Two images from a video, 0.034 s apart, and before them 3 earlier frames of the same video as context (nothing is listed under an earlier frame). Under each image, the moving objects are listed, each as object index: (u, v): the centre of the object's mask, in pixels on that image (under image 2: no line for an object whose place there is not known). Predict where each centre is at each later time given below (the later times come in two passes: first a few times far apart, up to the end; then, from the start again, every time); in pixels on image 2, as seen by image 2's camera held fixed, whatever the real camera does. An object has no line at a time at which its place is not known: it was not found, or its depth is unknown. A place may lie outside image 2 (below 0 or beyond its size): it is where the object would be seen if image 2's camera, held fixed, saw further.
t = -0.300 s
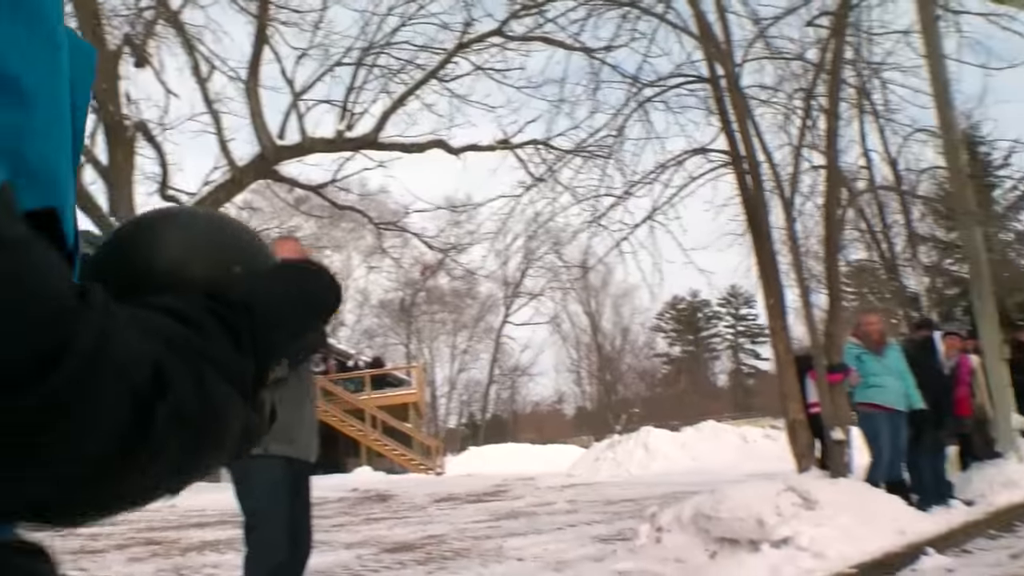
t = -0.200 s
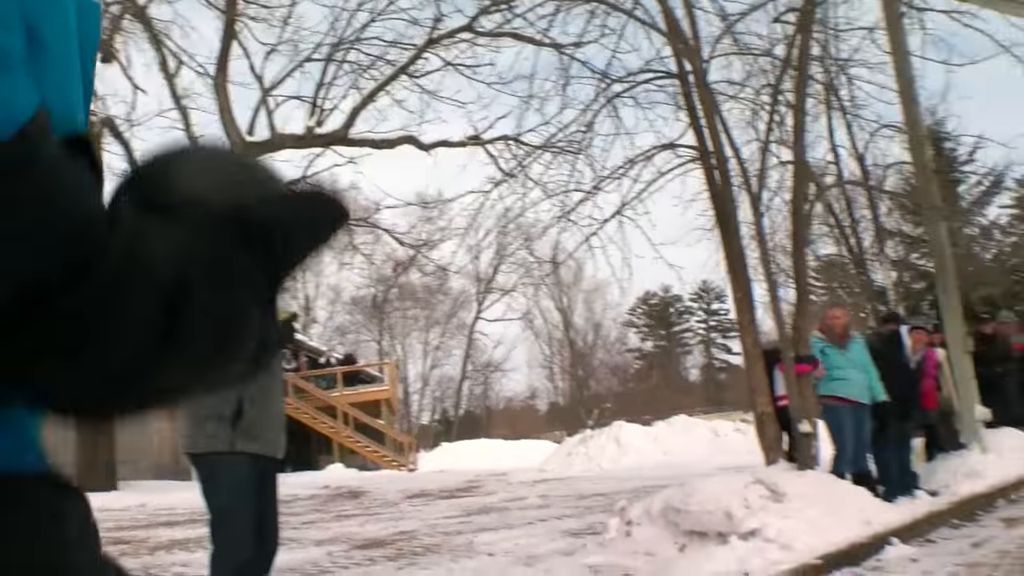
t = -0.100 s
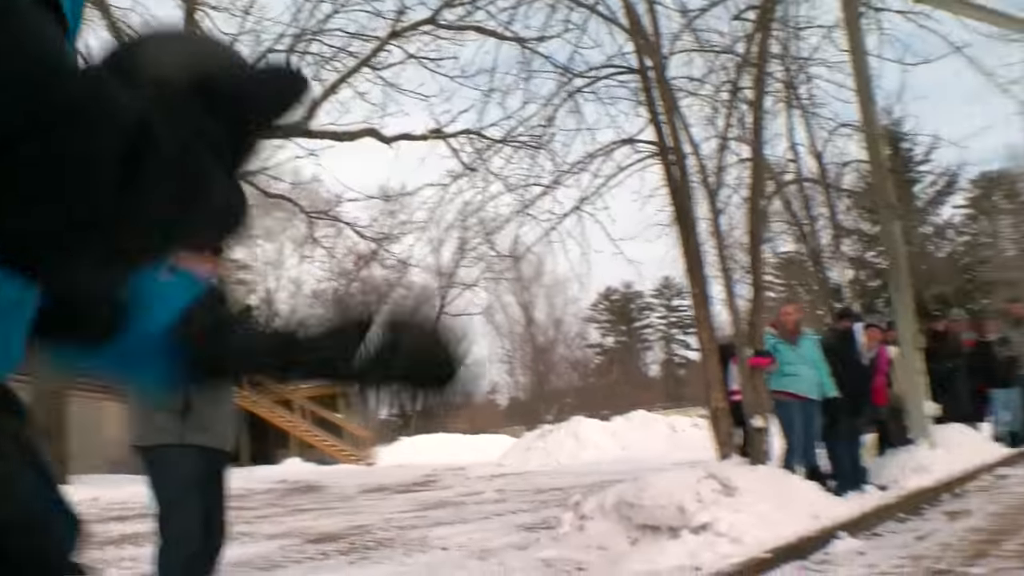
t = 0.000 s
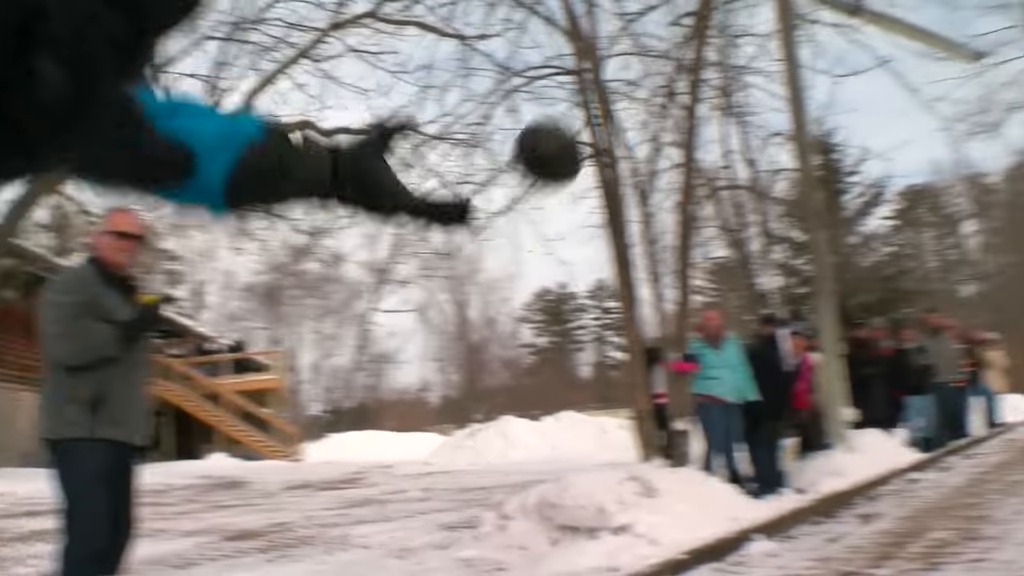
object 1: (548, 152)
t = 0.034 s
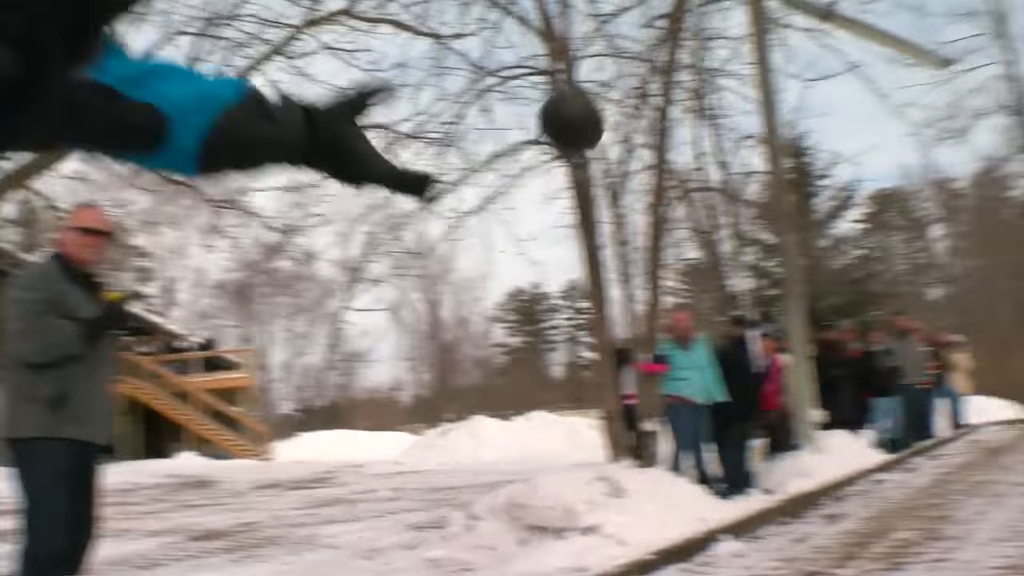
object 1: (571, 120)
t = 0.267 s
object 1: (810, 110)
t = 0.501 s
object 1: (948, 264)
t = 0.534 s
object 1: (966, 290)
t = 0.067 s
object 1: (618, 101)
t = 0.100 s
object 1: (659, 88)
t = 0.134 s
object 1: (696, 82)
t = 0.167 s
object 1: (728, 83)
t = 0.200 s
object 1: (756, 88)
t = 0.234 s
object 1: (784, 97)
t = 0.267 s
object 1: (810, 110)
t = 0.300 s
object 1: (835, 125)
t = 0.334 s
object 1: (858, 144)
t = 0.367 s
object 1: (880, 164)
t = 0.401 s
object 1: (899, 186)
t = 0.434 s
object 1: (912, 212)
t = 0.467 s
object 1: (931, 238)
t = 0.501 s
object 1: (948, 264)
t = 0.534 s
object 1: (966, 290)
